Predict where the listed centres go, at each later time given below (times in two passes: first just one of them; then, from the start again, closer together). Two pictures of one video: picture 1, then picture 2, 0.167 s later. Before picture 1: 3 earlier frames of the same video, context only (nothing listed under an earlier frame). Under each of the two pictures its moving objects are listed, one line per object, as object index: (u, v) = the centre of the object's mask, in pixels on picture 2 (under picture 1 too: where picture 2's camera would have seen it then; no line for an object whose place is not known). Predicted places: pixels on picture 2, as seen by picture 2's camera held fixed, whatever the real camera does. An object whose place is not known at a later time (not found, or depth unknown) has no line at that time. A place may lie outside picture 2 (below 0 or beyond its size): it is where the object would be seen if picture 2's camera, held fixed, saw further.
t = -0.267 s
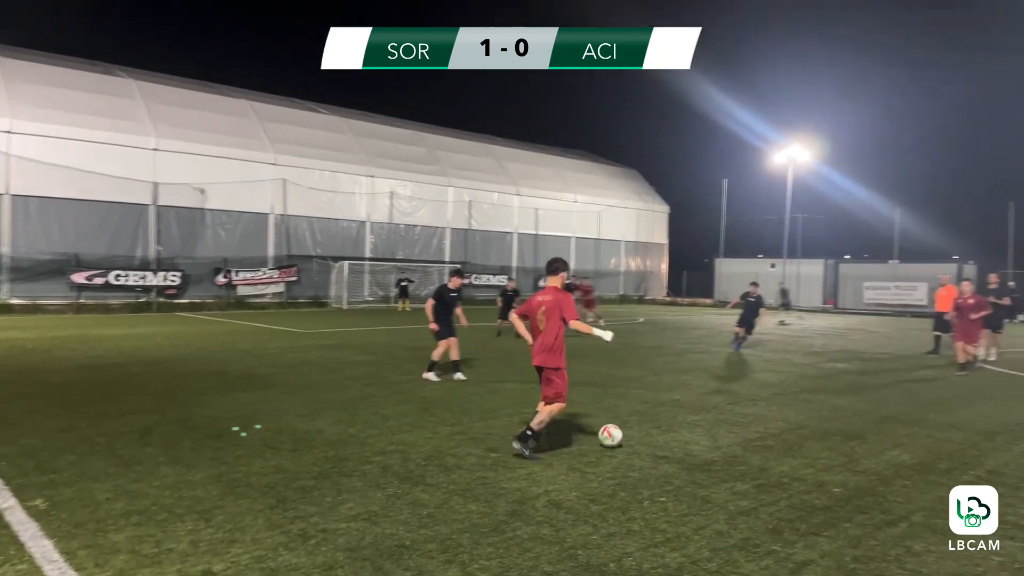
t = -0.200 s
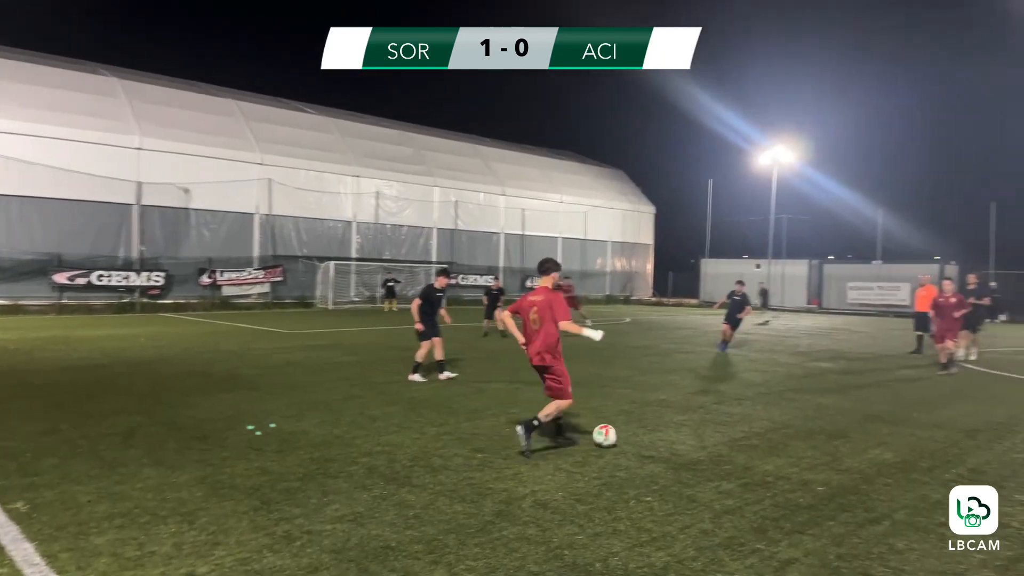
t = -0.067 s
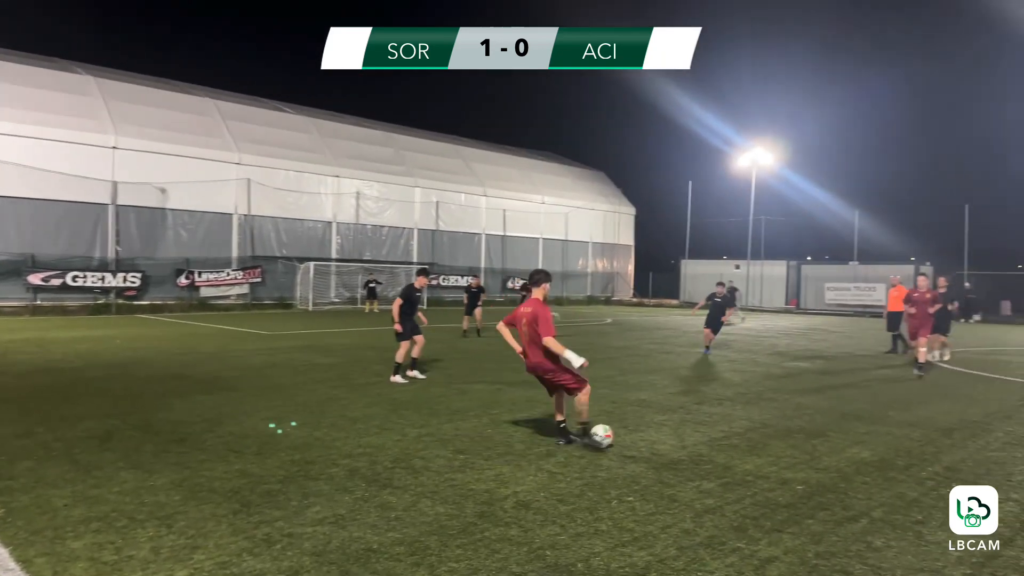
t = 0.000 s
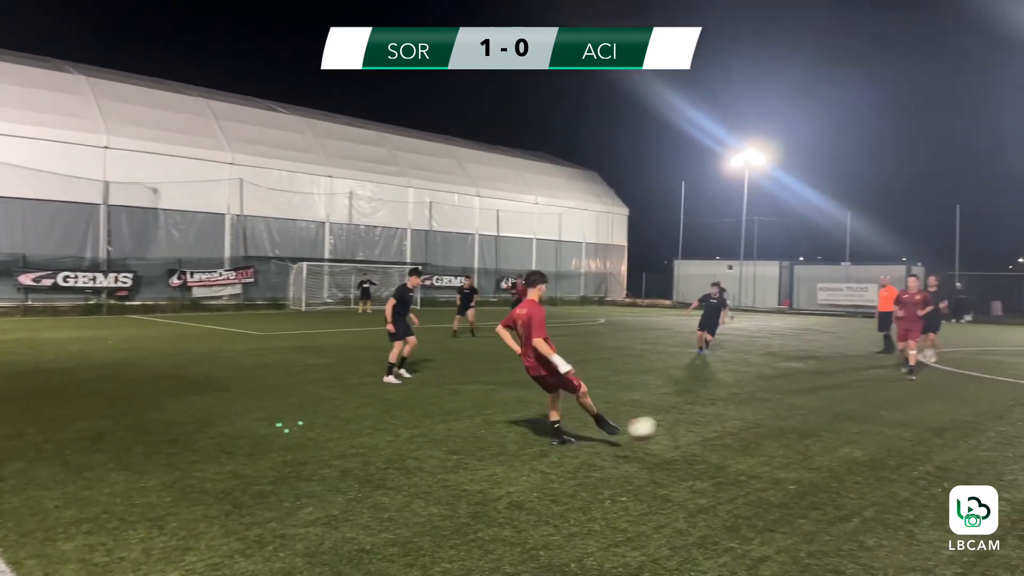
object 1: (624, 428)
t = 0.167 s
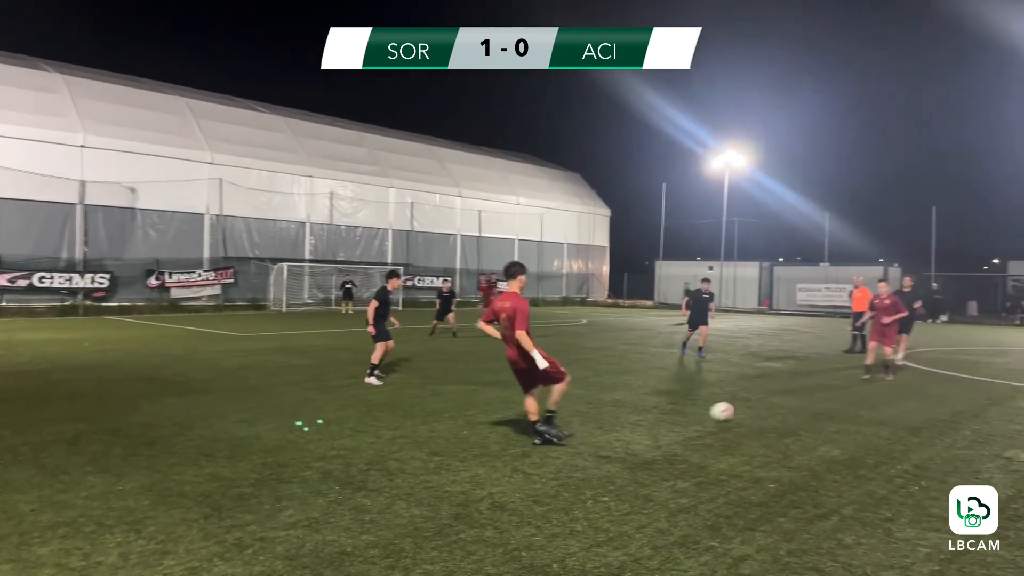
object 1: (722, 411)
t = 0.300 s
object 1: (777, 399)
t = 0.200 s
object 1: (738, 407)
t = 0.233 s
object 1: (751, 404)
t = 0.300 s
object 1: (777, 399)
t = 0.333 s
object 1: (789, 398)
